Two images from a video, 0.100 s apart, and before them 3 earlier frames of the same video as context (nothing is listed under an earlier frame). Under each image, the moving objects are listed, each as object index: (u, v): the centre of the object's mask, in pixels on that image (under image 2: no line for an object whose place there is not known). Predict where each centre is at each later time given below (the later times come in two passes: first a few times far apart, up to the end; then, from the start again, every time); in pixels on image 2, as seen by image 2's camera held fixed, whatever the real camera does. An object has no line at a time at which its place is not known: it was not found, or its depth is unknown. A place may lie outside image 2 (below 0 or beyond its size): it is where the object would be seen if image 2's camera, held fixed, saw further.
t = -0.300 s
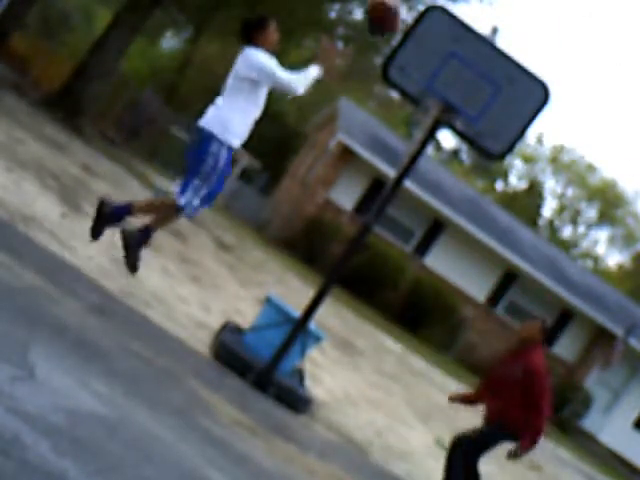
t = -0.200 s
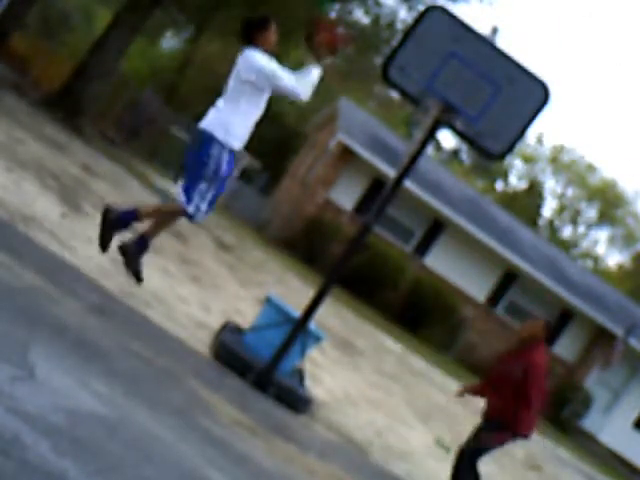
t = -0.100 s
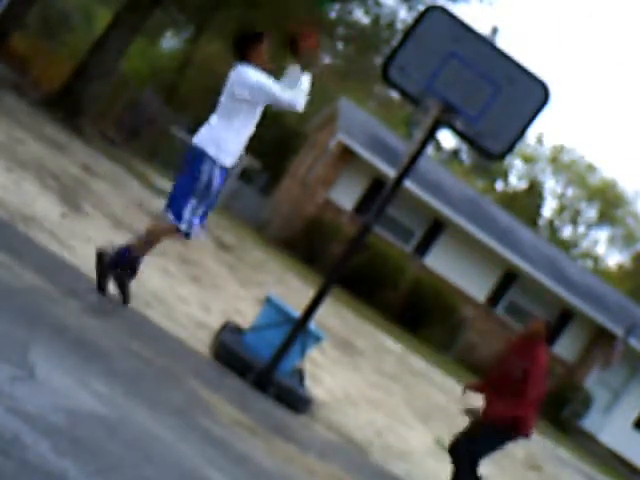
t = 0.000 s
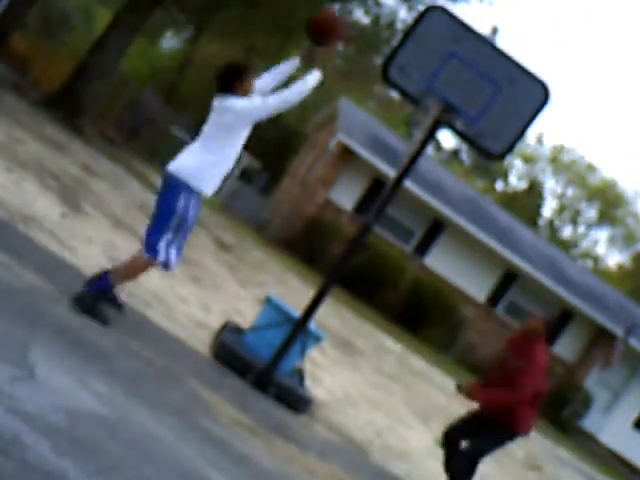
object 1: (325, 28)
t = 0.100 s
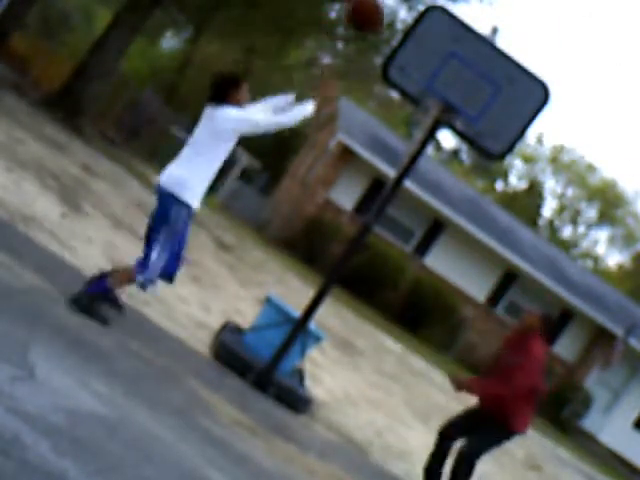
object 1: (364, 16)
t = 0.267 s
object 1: (410, 21)
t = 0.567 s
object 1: (447, 71)
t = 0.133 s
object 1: (376, 15)
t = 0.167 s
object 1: (386, 15)
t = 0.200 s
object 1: (396, 16)
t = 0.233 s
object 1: (403, 18)
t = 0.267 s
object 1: (410, 21)
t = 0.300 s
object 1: (418, 29)
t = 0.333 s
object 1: (424, 36)
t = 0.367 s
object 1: (427, 44)
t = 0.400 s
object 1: (430, 54)
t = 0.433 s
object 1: (432, 67)
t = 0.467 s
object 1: (437, 73)
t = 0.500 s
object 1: (439, 73)
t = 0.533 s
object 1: (444, 71)
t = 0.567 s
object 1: (447, 71)
